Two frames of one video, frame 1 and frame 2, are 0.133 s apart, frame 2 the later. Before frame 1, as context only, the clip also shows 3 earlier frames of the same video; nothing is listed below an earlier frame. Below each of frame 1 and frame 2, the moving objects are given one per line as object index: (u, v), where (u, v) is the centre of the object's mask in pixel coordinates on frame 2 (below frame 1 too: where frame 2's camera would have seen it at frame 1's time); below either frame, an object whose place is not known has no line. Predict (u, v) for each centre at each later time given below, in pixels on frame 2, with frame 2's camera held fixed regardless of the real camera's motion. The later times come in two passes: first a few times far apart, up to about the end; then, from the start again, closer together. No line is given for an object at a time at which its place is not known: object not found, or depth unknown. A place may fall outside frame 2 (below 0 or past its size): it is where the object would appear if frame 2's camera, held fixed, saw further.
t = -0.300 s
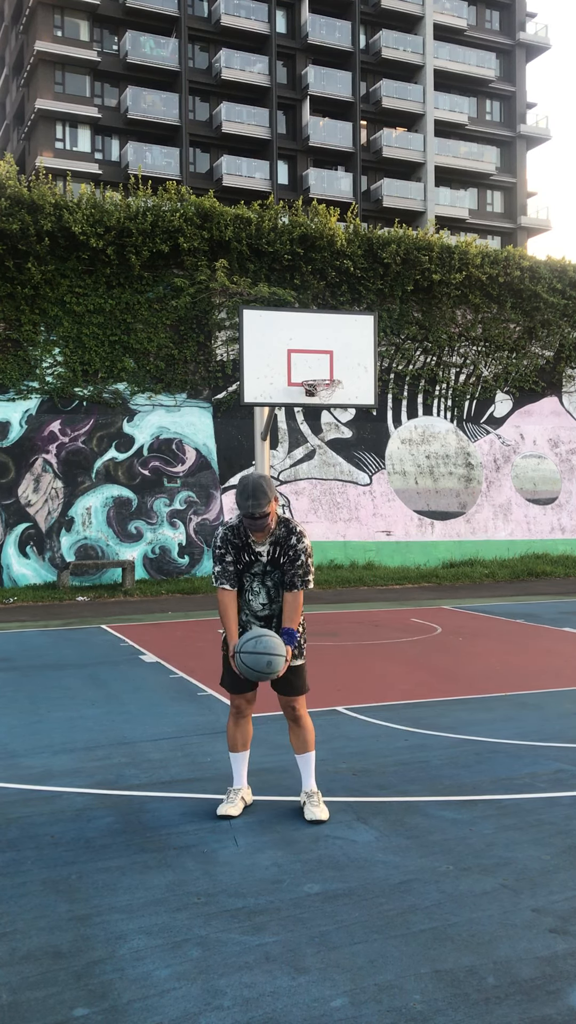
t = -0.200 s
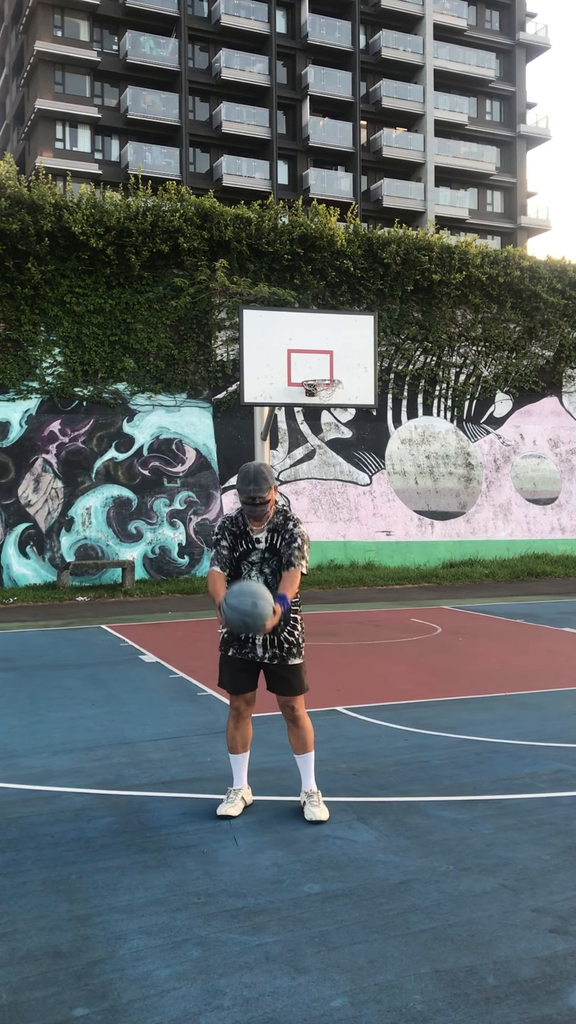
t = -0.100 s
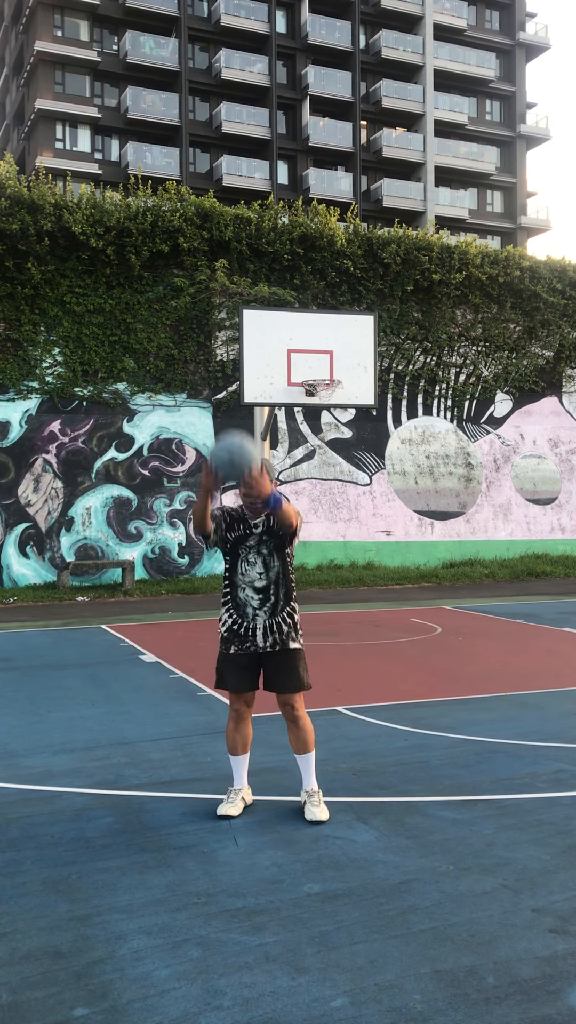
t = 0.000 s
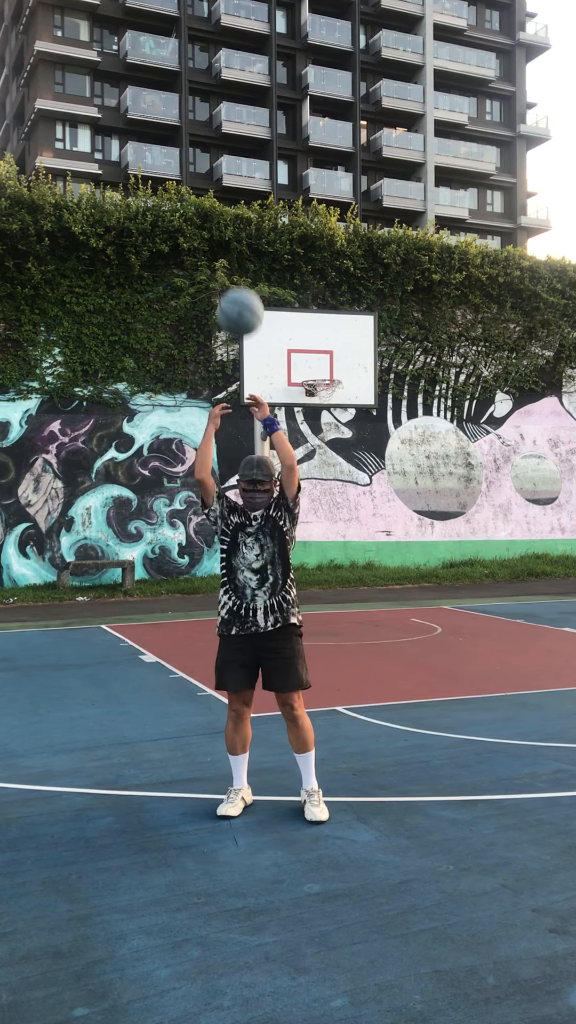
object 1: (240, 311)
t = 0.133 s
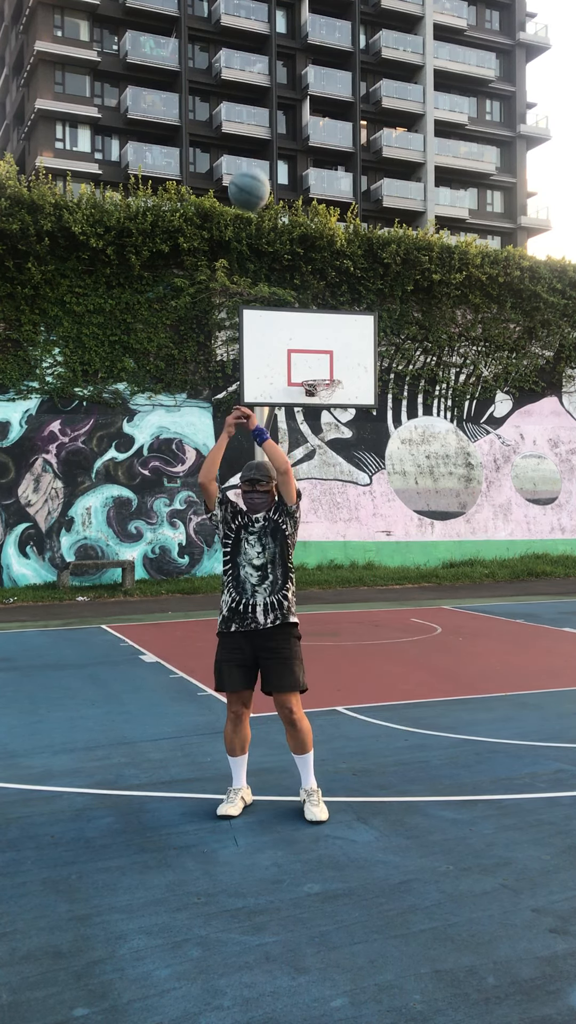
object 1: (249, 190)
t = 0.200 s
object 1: (253, 149)
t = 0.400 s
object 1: (264, 88)
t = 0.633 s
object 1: (277, 91)
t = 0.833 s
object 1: (286, 138)
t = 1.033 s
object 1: (295, 211)
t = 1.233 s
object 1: (302, 303)
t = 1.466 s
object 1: (328, 397)
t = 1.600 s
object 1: (353, 444)
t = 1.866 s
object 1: (408, 594)
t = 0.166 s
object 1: (251, 166)
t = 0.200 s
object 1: (253, 149)
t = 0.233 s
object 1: (255, 133)
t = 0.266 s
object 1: (257, 119)
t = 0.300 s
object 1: (259, 108)
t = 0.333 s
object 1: (261, 99)
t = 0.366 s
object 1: (263, 92)
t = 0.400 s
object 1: (264, 88)
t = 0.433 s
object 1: (267, 84)
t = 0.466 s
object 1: (268, 82)
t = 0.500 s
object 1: (270, 81)
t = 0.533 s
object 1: (272, 82)
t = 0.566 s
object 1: (274, 83)
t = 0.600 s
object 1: (275, 87)
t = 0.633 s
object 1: (277, 91)
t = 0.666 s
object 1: (278, 96)
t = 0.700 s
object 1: (280, 103)
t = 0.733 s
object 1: (282, 110)
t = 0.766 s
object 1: (283, 119)
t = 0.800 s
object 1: (285, 127)
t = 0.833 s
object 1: (286, 138)
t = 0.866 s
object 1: (288, 148)
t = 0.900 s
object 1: (289, 159)
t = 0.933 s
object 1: (290, 171)
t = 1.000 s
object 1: (293, 197)
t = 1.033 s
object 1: (295, 211)
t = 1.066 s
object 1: (296, 225)
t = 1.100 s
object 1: (297, 241)
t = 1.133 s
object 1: (298, 256)
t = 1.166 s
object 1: (300, 271)
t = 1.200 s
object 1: (301, 288)
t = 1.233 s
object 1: (302, 303)
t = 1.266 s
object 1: (303, 320)
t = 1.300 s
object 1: (305, 337)
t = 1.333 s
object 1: (306, 355)
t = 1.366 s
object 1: (309, 368)
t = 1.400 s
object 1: (314, 374)
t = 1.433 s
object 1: (323, 387)
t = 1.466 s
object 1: (328, 397)
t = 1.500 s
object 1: (334, 407)
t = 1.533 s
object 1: (341, 418)
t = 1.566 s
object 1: (347, 432)
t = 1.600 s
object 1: (353, 444)
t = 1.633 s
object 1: (359, 458)
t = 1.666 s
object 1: (366, 474)
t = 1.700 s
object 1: (372, 492)
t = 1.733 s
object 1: (379, 509)
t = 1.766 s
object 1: (386, 529)
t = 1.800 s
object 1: (392, 549)
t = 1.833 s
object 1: (401, 571)
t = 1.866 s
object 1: (408, 594)
